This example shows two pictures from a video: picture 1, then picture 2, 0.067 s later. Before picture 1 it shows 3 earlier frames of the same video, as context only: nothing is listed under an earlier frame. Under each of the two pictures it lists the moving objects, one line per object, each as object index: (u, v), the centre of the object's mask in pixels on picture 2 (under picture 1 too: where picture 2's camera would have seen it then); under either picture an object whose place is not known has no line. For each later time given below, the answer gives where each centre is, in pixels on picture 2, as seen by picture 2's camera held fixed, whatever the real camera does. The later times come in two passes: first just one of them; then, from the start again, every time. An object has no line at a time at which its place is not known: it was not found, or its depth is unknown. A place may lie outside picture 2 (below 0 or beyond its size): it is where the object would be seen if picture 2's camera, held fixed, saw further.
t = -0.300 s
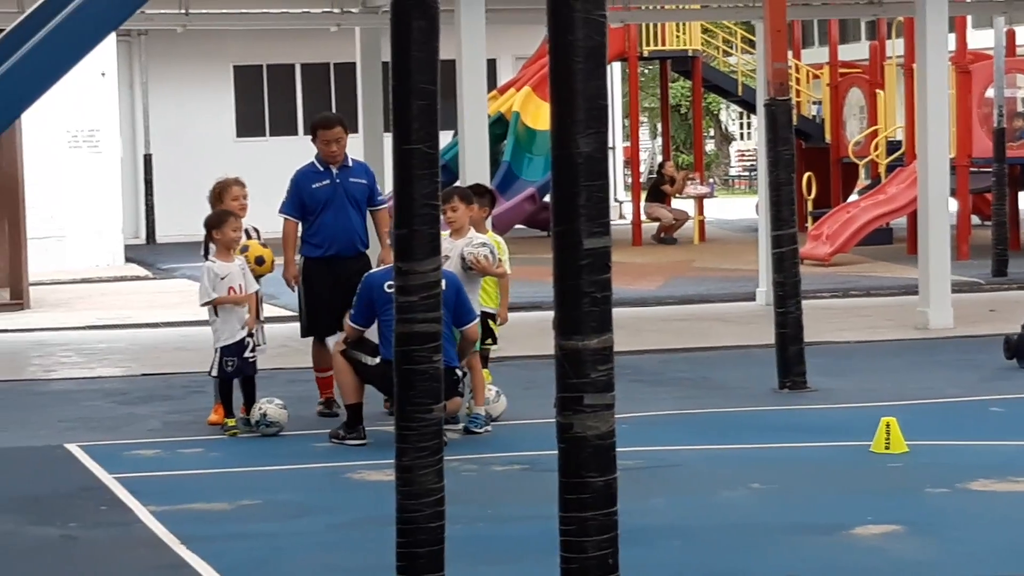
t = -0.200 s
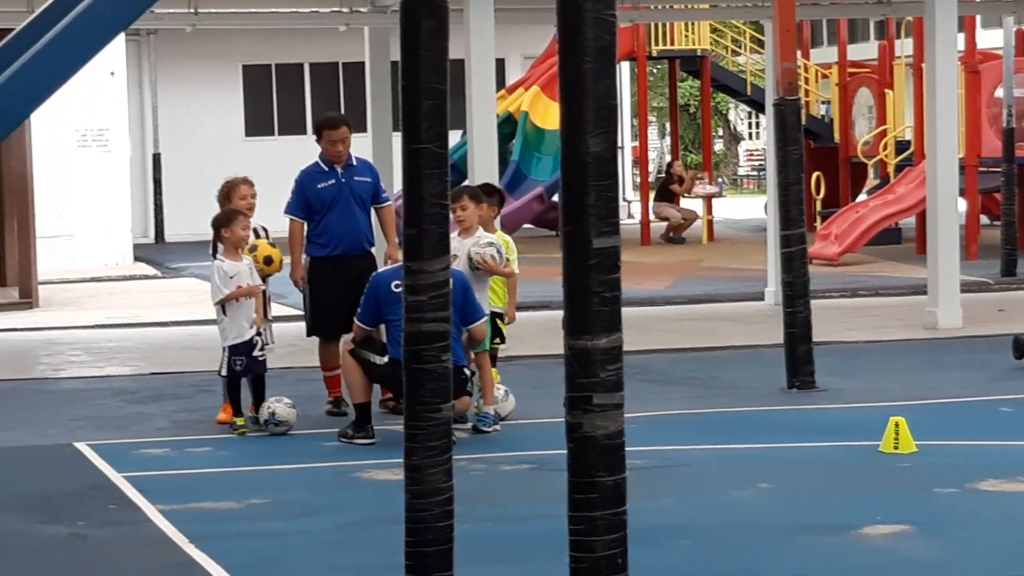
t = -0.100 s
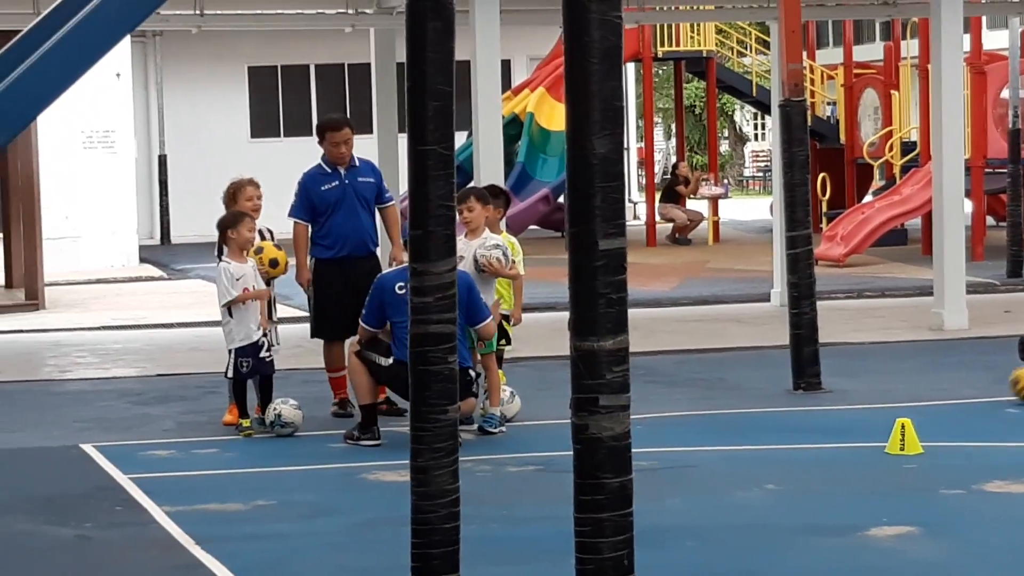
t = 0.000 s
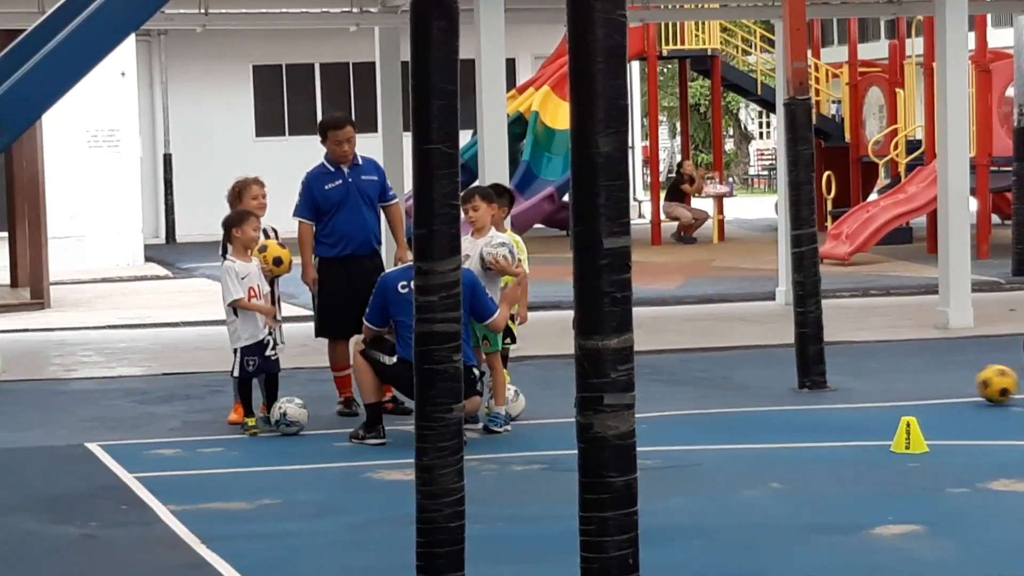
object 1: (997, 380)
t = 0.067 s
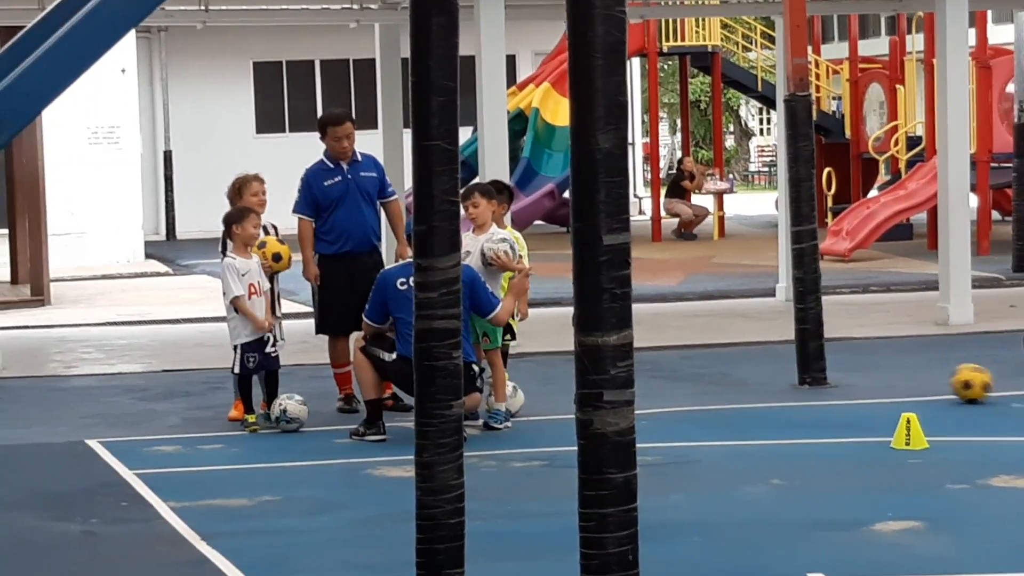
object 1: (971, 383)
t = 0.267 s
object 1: (894, 386)
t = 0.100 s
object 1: (958, 383)
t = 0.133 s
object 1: (945, 384)
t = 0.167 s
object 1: (932, 385)
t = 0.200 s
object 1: (920, 385)
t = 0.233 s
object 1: (907, 387)
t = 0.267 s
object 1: (894, 386)
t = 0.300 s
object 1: (882, 386)
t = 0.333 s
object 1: (868, 388)
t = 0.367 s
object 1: (856, 387)
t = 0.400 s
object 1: (843, 388)
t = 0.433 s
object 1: (831, 389)
